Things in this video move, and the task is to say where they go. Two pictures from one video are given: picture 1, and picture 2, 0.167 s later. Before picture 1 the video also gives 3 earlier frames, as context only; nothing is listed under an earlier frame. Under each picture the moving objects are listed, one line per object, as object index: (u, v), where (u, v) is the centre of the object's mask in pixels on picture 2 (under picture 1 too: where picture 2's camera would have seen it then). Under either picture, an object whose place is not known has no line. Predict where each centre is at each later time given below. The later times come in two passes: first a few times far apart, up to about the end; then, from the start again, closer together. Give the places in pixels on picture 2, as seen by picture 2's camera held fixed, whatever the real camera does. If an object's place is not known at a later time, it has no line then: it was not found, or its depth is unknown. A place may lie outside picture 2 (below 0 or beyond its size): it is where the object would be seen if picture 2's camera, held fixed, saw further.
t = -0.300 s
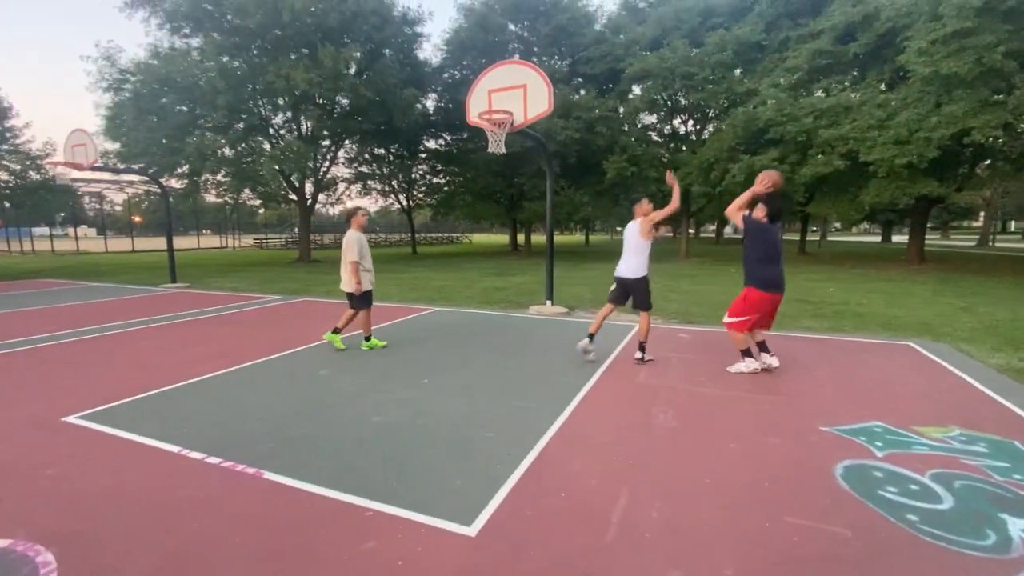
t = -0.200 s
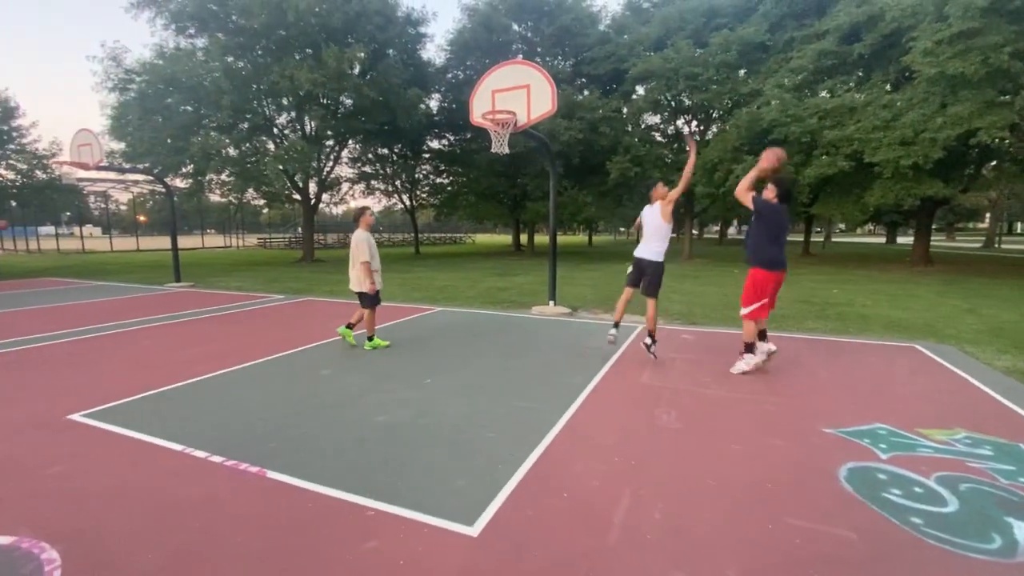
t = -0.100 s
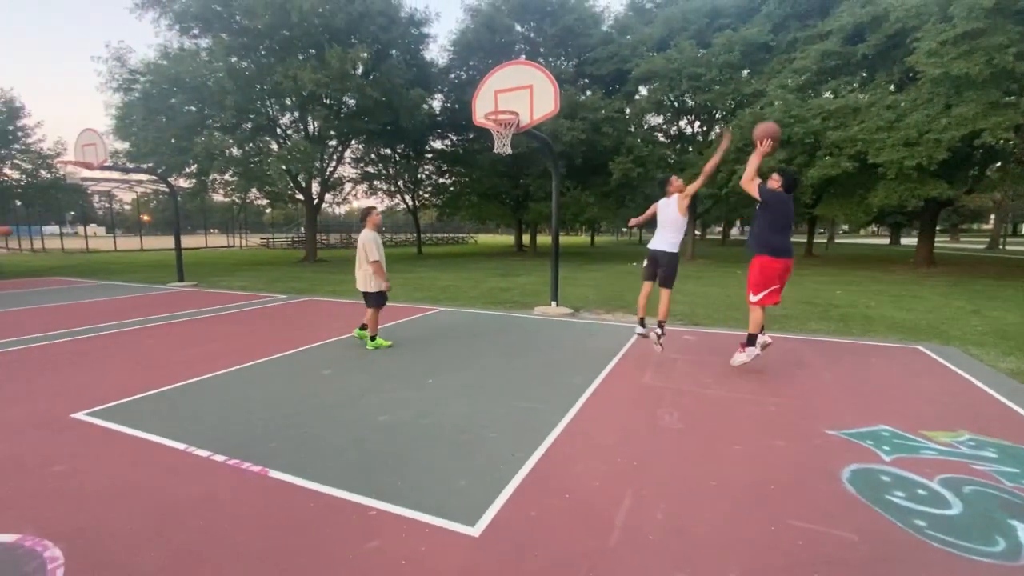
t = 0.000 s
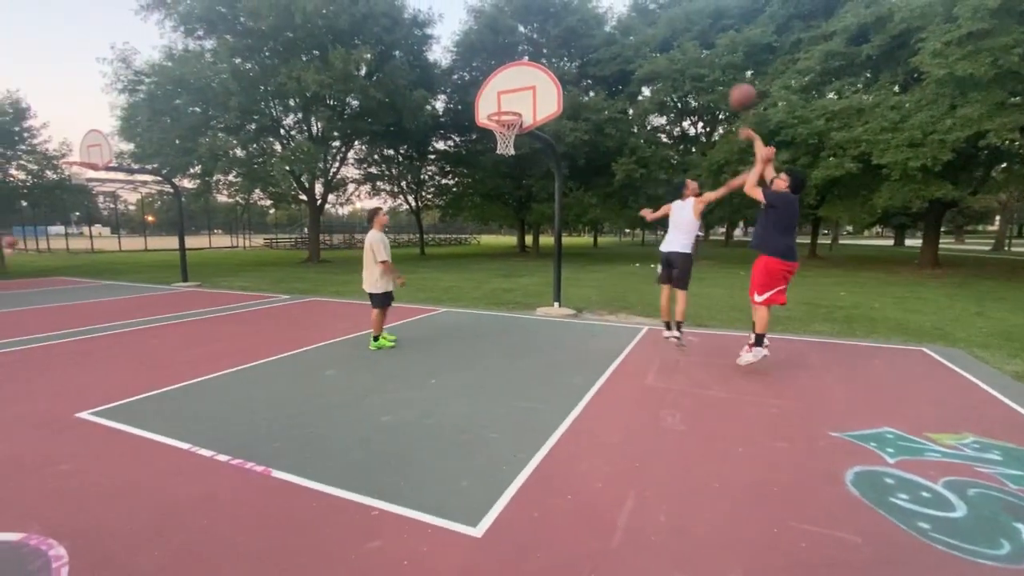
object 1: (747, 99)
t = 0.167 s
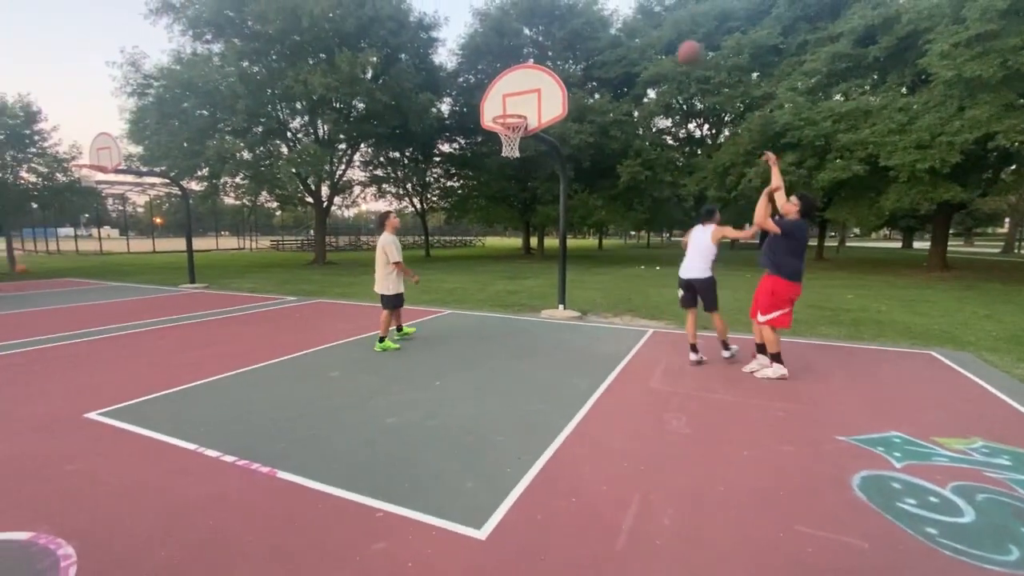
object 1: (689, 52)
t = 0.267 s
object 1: (655, 39)
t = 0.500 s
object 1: (590, 46)
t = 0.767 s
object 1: (533, 104)
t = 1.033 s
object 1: (535, 78)
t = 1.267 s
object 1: (534, 85)
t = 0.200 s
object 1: (678, 47)
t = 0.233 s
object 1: (667, 42)
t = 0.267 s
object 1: (655, 39)
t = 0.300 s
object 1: (647, 38)
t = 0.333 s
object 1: (638, 37)
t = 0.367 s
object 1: (627, 38)
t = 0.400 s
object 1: (618, 38)
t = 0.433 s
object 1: (610, 39)
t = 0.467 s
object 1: (600, 43)
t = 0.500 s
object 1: (590, 46)
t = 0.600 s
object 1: (567, 63)
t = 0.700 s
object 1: (546, 86)
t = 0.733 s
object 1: (540, 95)
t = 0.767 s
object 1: (533, 104)
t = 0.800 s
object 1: (529, 110)
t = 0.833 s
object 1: (532, 103)
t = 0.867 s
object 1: (534, 98)
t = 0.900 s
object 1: (536, 92)
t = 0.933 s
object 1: (536, 88)
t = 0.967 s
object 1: (536, 83)
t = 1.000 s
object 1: (536, 80)
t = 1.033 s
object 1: (535, 78)
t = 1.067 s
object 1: (535, 76)
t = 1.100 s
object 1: (535, 76)
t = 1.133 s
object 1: (535, 75)
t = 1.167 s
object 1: (535, 76)
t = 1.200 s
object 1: (535, 77)
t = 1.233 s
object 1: (535, 81)
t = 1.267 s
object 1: (534, 85)
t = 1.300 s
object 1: (534, 89)
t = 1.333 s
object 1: (534, 94)
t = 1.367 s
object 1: (534, 101)
